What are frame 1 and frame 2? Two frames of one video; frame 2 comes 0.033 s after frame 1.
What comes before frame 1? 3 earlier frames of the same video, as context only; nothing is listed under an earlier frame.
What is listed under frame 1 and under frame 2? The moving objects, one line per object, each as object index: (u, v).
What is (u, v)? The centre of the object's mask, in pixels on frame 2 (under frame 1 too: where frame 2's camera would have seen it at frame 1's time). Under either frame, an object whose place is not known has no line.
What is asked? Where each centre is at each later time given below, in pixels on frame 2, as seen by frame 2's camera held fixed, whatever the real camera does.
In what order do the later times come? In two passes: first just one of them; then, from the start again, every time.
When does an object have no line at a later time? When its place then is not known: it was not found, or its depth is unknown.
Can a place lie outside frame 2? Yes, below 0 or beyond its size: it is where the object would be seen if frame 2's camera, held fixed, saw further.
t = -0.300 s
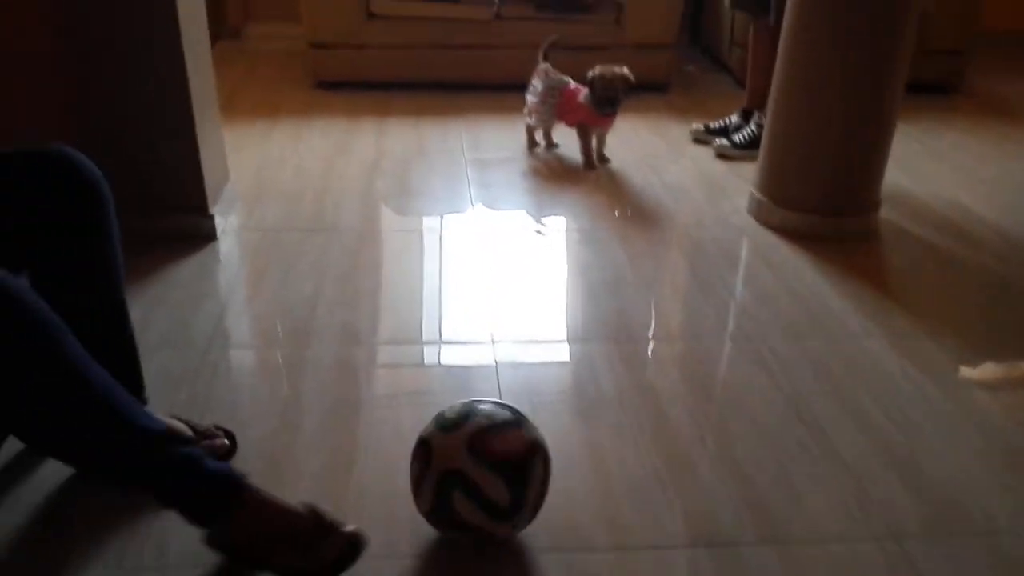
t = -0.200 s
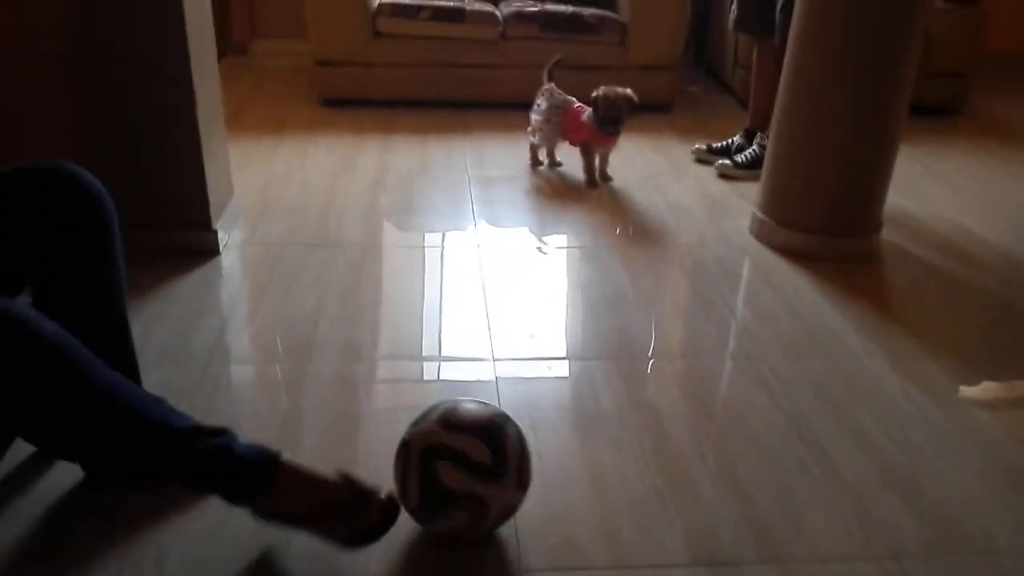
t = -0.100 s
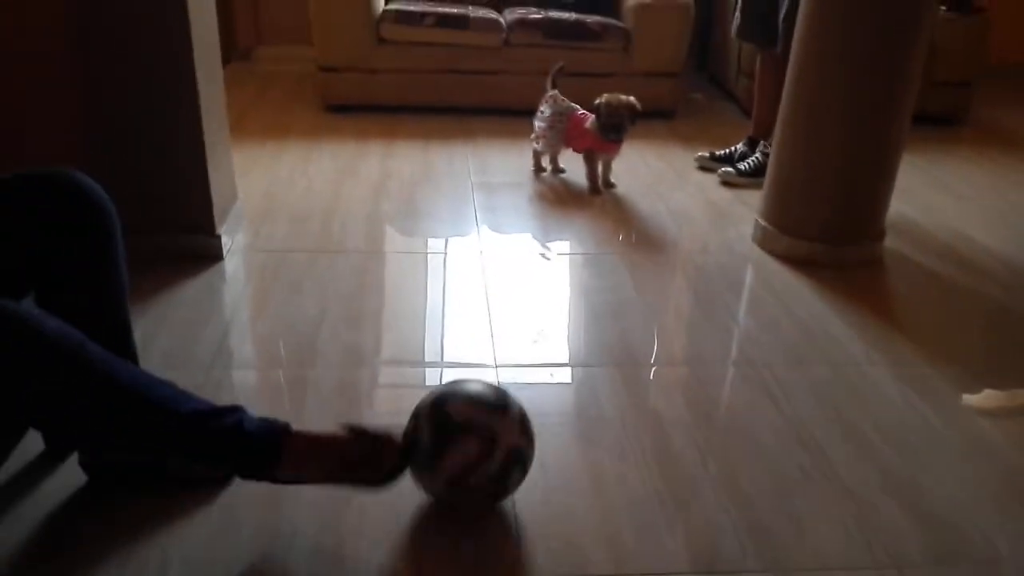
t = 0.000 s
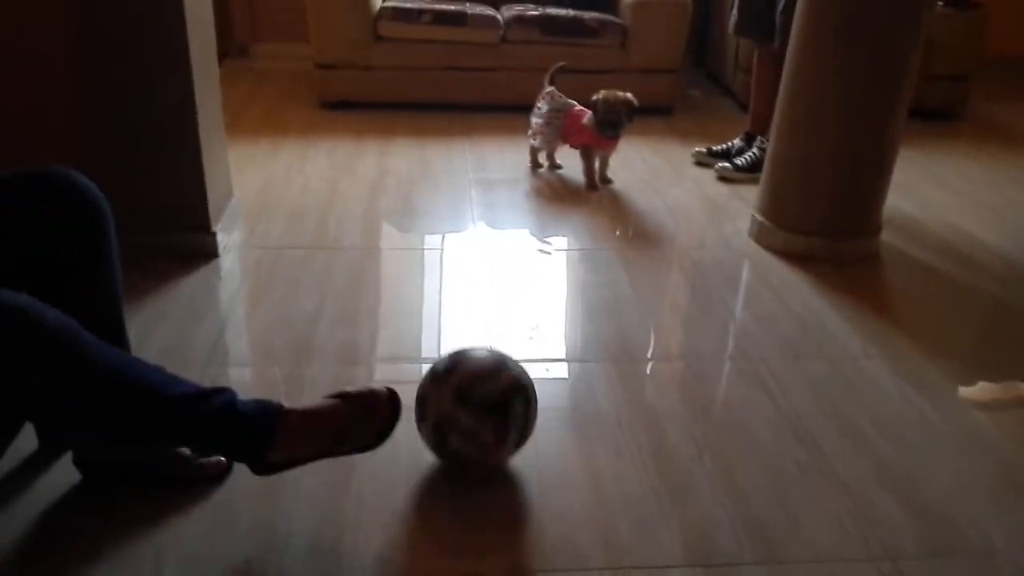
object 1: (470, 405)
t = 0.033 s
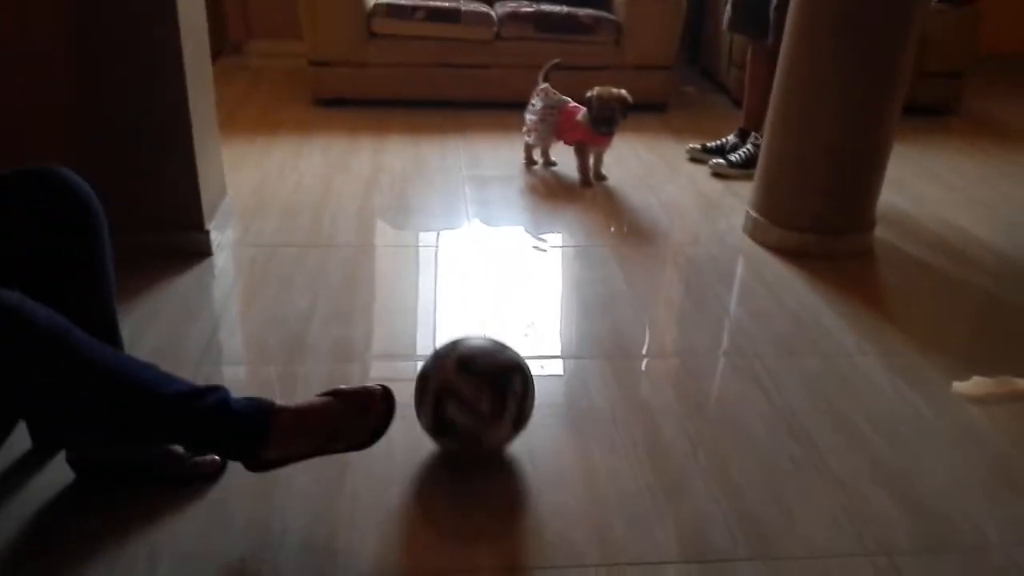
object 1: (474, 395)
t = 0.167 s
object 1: (487, 359)
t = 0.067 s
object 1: (477, 387)
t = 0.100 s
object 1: (480, 377)
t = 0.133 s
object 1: (484, 369)
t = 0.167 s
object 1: (487, 359)
